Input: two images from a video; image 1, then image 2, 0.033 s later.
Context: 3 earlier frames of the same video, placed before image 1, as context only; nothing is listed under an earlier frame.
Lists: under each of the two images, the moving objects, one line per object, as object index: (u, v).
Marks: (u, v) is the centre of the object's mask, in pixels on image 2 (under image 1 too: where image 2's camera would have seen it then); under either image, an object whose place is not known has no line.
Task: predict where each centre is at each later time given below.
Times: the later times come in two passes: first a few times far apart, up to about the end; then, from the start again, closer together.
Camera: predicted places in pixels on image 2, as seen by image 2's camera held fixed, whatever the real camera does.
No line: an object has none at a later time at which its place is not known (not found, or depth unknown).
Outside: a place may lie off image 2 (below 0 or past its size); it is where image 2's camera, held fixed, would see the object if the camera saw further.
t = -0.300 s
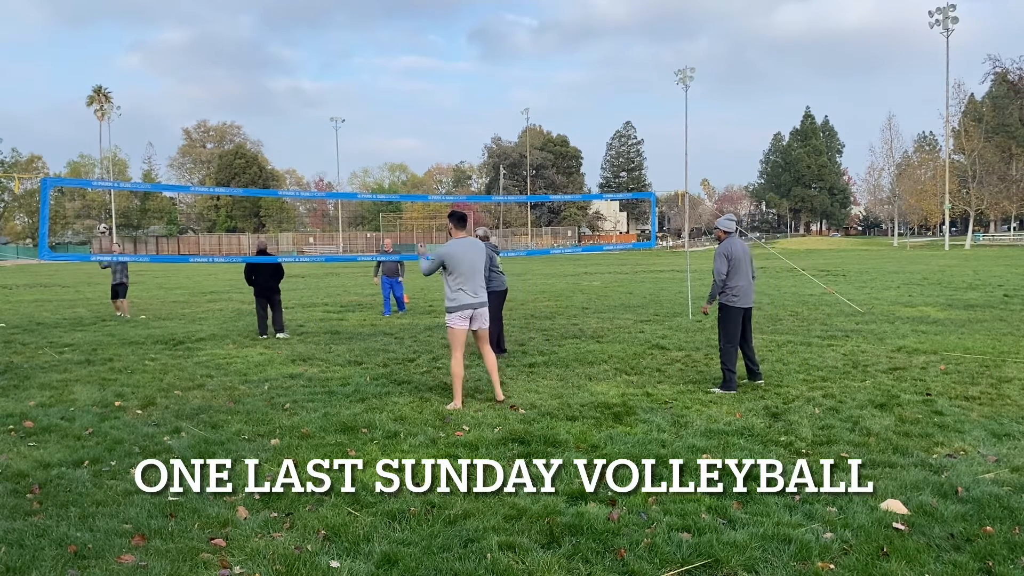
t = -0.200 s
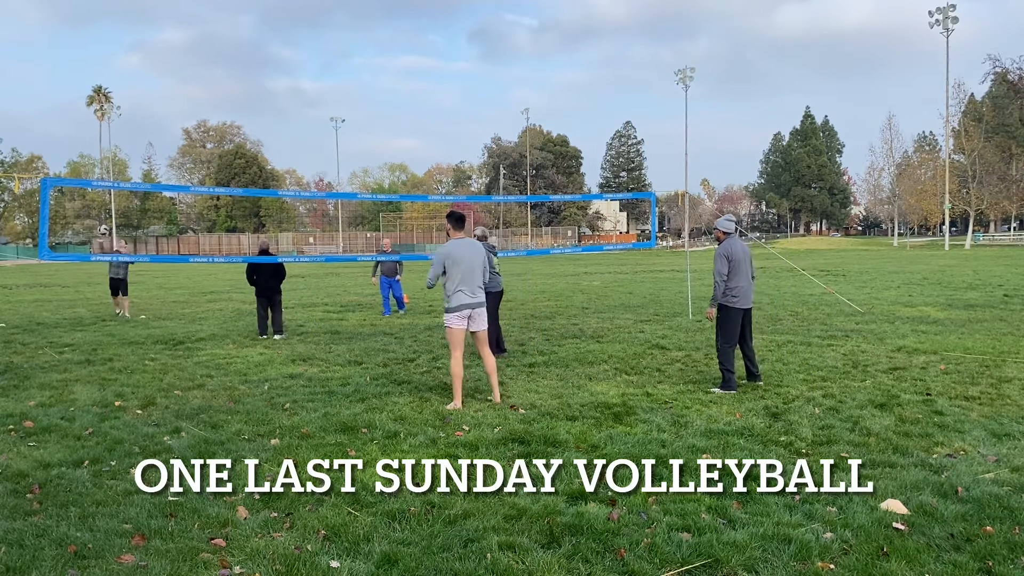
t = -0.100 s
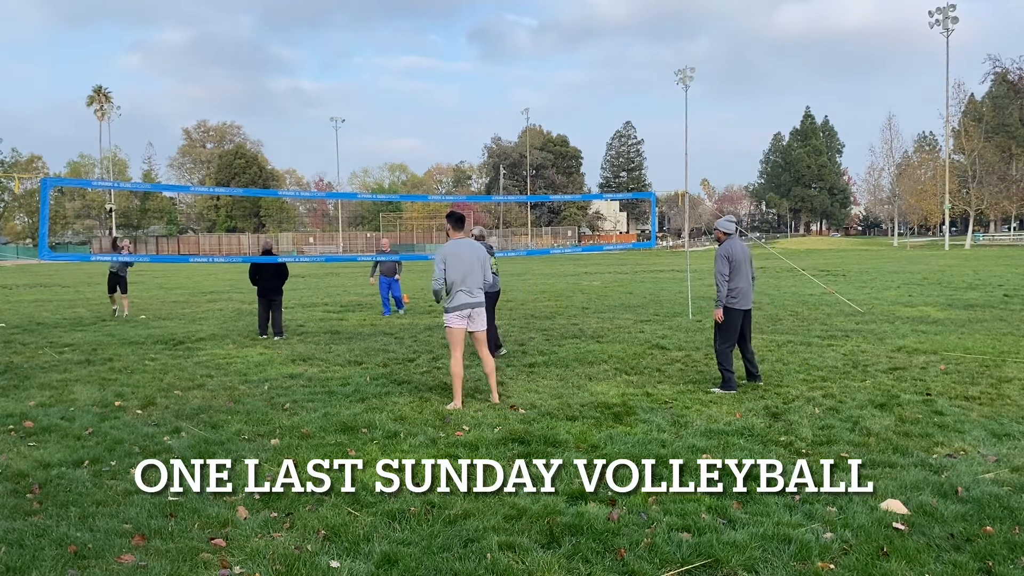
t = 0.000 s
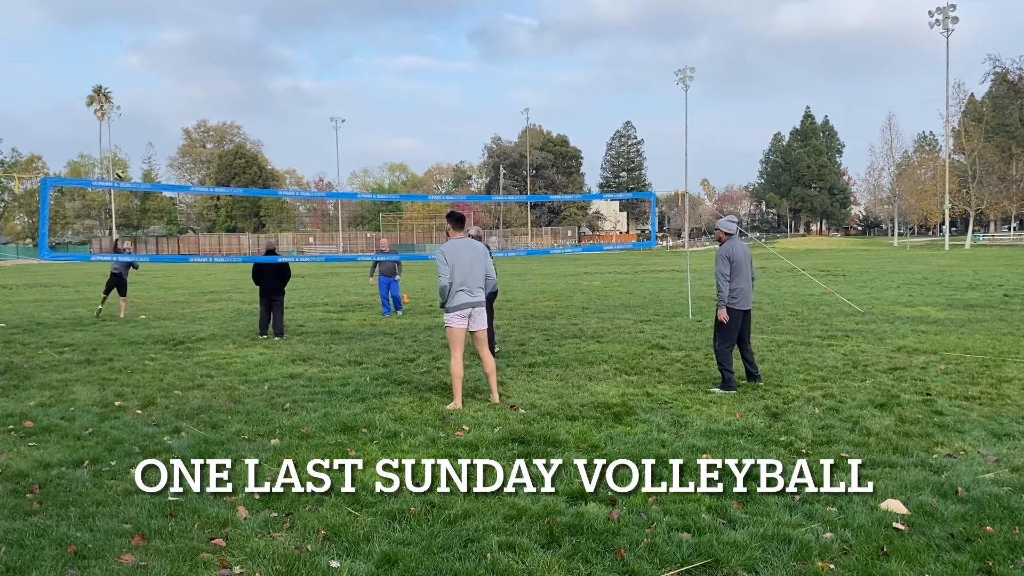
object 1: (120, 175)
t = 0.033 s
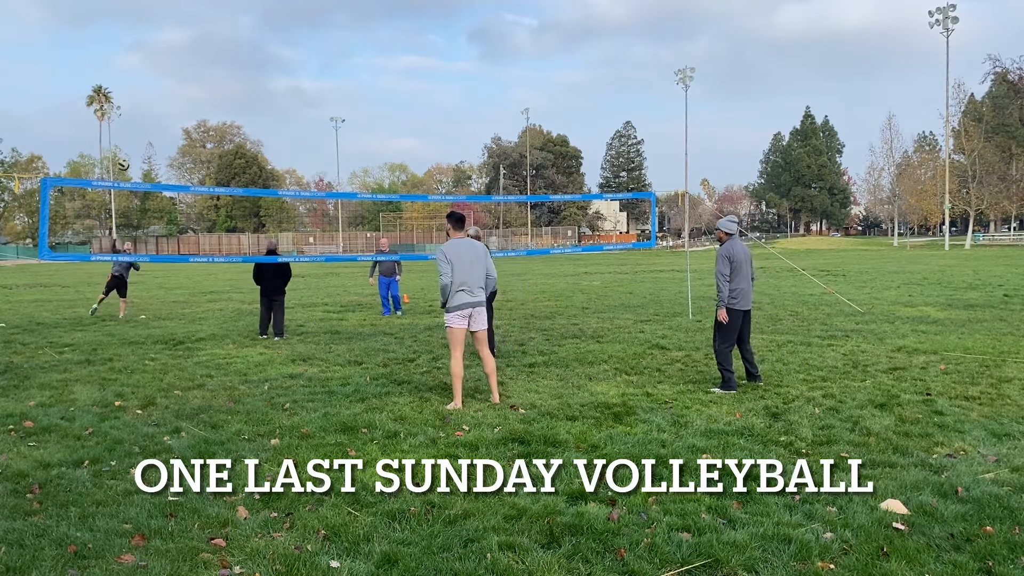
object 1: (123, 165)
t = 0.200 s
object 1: (141, 118)
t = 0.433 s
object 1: (175, 68)
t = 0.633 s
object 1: (211, 44)
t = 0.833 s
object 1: (259, 49)
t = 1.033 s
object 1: (323, 92)
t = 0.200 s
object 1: (141, 118)
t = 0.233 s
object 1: (146, 110)
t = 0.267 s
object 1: (150, 101)
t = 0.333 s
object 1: (159, 87)
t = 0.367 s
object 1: (164, 80)
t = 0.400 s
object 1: (169, 74)
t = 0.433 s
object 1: (175, 68)
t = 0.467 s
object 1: (180, 63)
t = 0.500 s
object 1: (186, 58)
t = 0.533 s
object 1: (192, 54)
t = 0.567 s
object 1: (198, 50)
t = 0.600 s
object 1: (205, 47)
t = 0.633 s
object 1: (211, 44)
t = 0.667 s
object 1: (219, 43)
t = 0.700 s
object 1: (226, 42)
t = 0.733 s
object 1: (233, 43)
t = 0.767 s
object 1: (241, 44)
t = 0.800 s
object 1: (250, 46)
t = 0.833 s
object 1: (259, 49)
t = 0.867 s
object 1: (269, 52)
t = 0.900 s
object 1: (279, 58)
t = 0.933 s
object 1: (289, 64)
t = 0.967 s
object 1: (300, 72)
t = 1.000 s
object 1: (311, 81)
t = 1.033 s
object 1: (323, 92)
